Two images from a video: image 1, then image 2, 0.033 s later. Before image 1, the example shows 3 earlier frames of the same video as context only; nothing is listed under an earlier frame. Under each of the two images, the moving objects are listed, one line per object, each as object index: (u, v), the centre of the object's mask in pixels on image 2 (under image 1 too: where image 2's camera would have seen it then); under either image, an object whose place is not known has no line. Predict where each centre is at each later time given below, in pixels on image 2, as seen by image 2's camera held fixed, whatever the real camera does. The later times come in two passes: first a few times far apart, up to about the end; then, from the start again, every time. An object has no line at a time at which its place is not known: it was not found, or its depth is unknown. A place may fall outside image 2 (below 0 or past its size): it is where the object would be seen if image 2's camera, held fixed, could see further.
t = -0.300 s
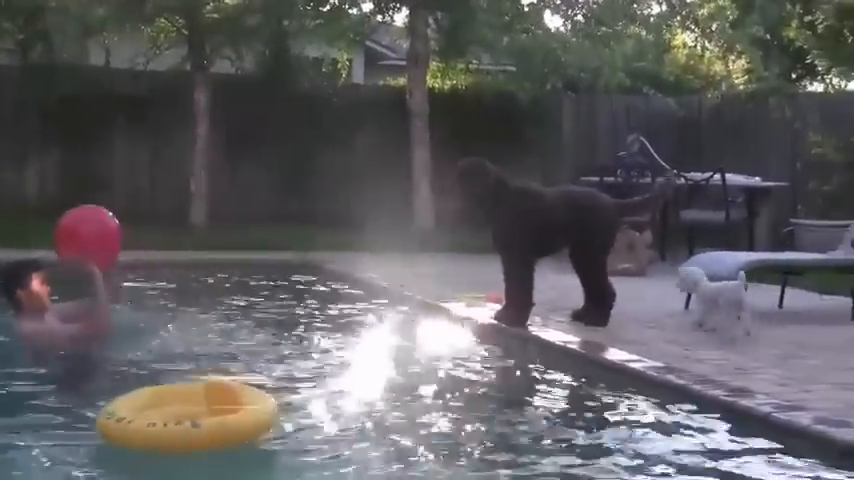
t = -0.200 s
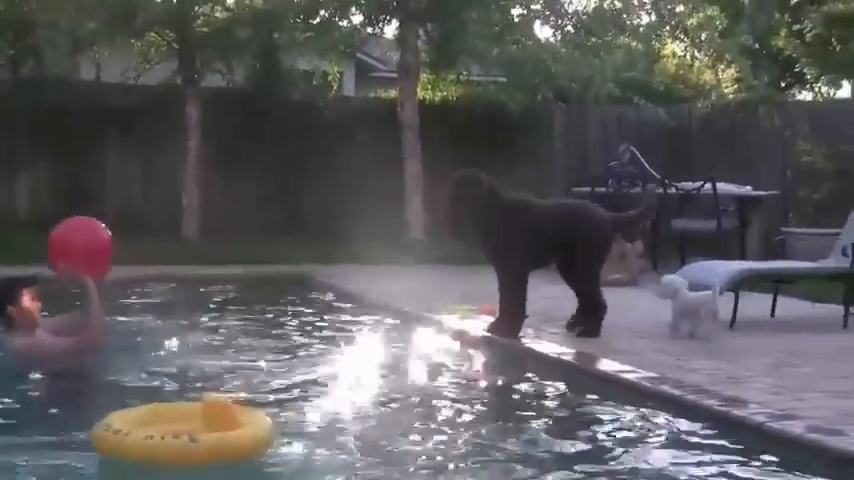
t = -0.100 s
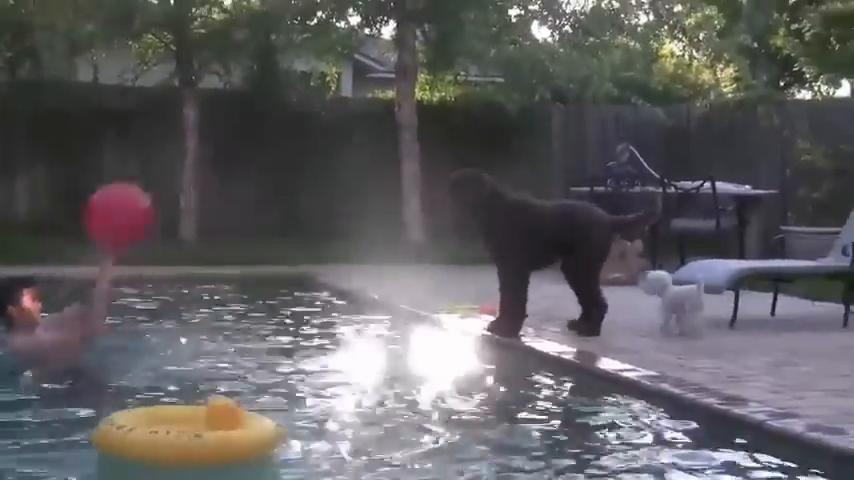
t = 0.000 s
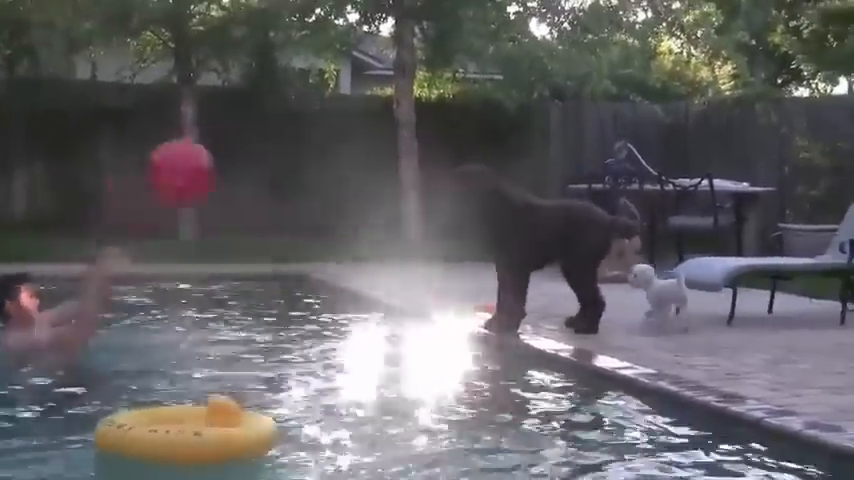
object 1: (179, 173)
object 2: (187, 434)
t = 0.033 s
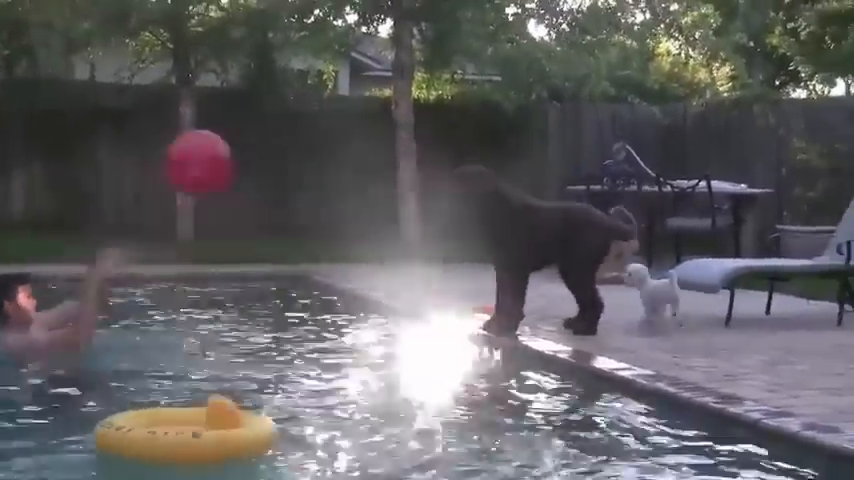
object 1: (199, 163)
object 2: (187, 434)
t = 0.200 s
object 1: (297, 142)
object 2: (194, 433)
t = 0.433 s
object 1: (413, 192)
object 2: (197, 431)
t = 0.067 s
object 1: (221, 154)
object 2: (187, 435)
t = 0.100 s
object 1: (240, 149)
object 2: (189, 435)
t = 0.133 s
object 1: (260, 145)
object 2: (191, 434)
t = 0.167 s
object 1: (279, 142)
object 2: (191, 434)
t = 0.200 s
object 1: (297, 142)
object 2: (194, 433)
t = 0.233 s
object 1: (315, 144)
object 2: (195, 432)
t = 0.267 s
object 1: (333, 146)
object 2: (197, 432)
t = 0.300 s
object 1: (351, 152)
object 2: (196, 432)
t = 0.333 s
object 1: (367, 161)
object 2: (196, 431)
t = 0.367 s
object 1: (382, 167)
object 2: (195, 431)
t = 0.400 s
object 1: (400, 179)
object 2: (197, 431)
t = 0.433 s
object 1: (413, 192)
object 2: (197, 431)
